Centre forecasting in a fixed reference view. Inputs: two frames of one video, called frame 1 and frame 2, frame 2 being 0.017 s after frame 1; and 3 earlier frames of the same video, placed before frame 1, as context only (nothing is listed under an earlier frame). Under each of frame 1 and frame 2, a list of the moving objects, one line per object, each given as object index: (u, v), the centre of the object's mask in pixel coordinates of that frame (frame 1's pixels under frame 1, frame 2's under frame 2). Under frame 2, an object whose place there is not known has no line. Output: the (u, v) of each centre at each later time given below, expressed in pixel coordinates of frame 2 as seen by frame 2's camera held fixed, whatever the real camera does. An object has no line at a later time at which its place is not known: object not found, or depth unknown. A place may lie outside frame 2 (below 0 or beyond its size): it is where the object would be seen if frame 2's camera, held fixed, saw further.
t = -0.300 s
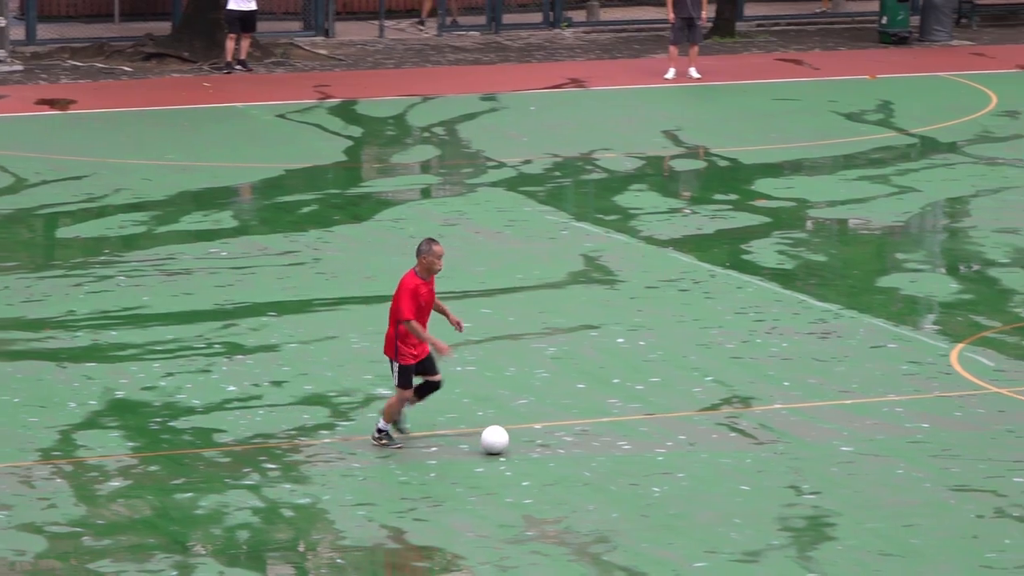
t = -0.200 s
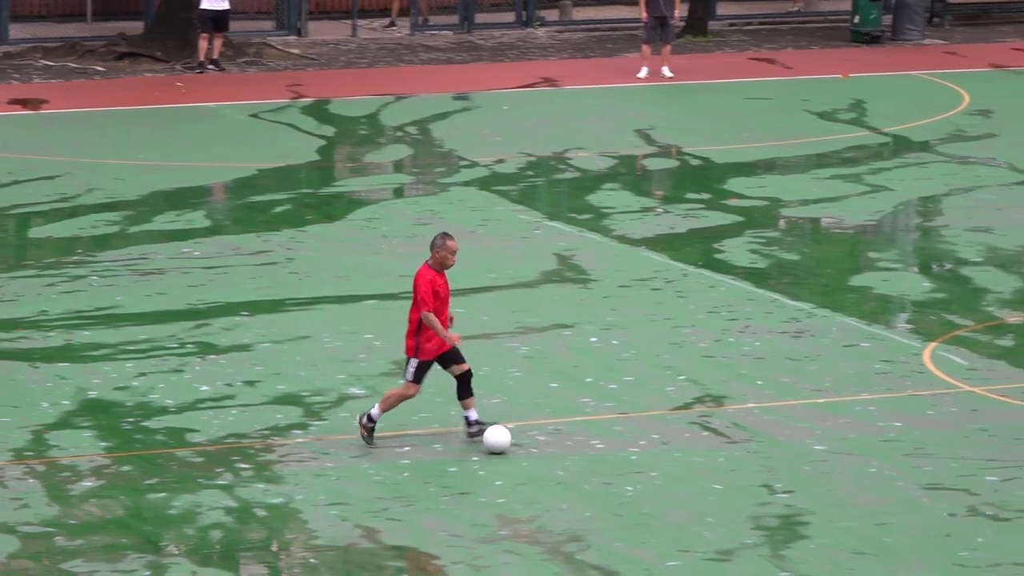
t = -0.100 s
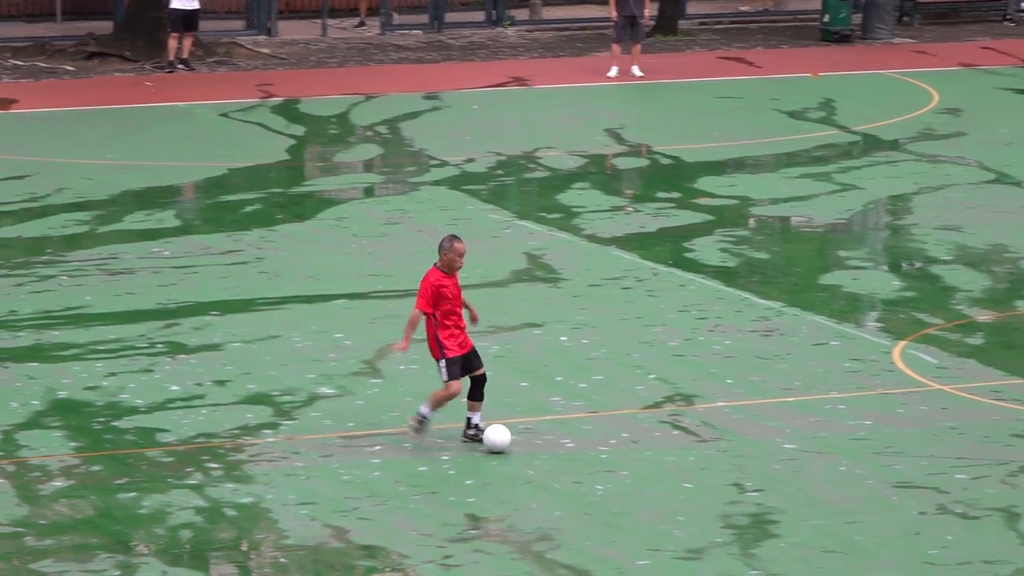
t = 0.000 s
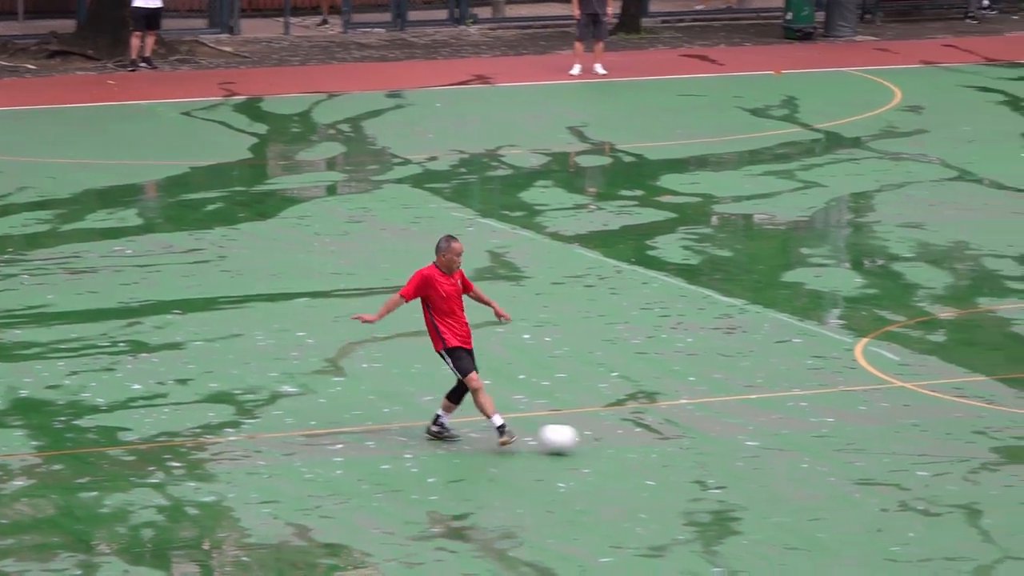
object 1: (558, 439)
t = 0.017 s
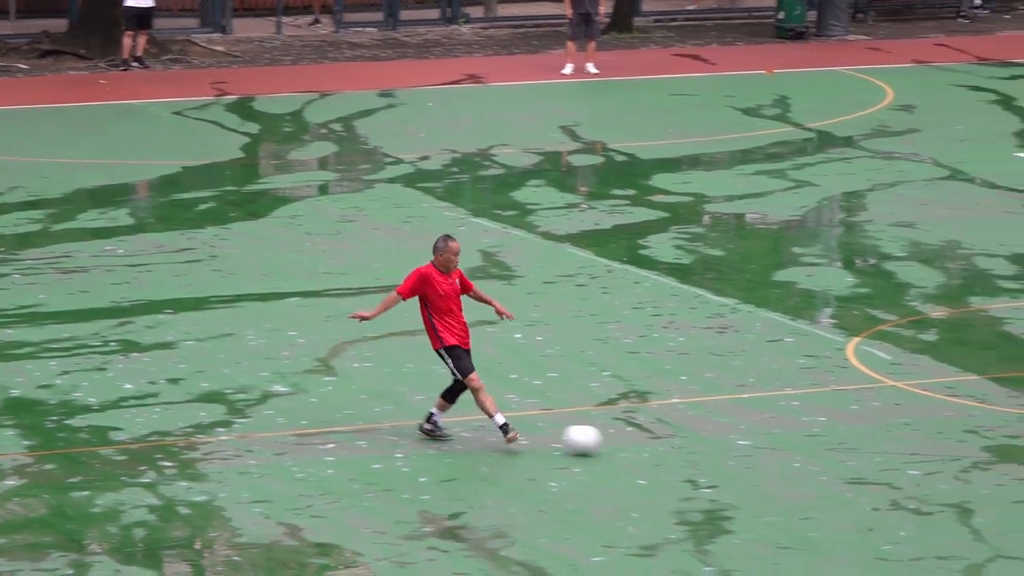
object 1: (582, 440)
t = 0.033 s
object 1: (614, 441)
